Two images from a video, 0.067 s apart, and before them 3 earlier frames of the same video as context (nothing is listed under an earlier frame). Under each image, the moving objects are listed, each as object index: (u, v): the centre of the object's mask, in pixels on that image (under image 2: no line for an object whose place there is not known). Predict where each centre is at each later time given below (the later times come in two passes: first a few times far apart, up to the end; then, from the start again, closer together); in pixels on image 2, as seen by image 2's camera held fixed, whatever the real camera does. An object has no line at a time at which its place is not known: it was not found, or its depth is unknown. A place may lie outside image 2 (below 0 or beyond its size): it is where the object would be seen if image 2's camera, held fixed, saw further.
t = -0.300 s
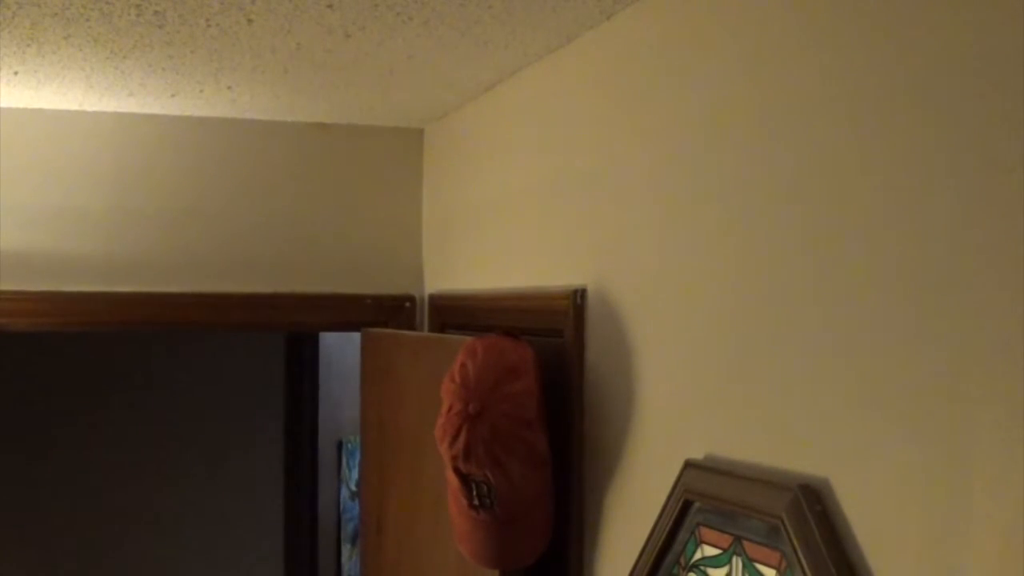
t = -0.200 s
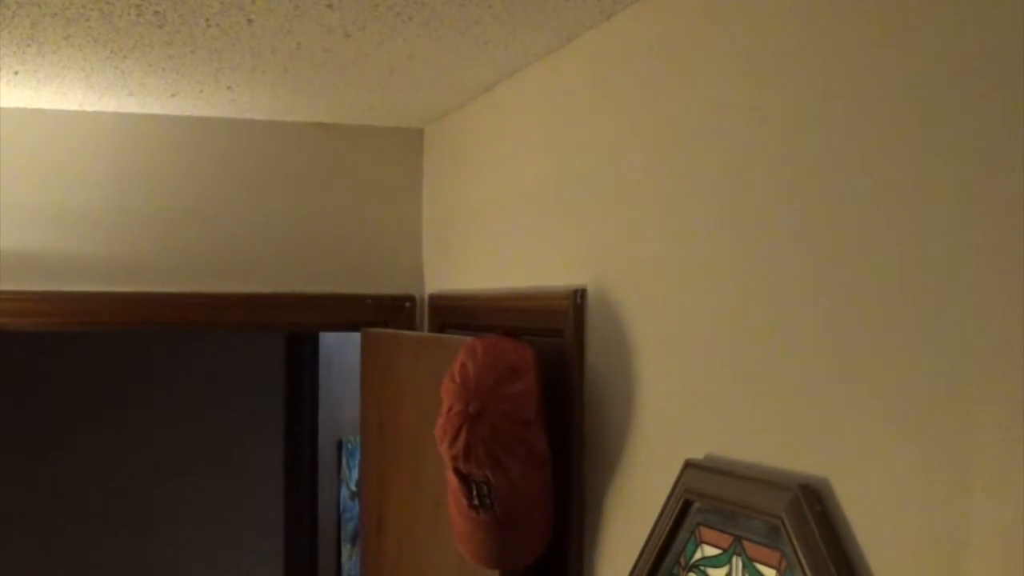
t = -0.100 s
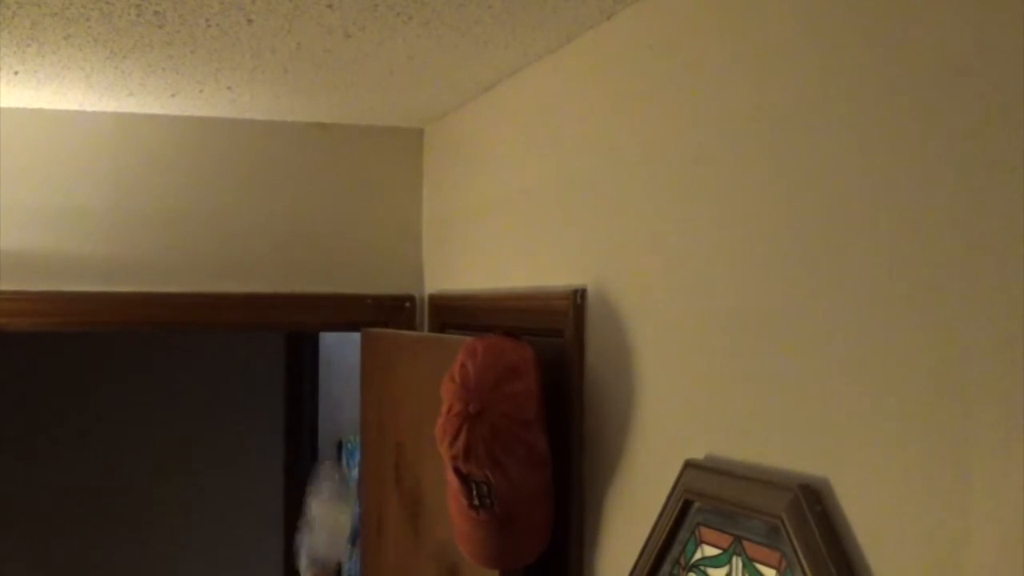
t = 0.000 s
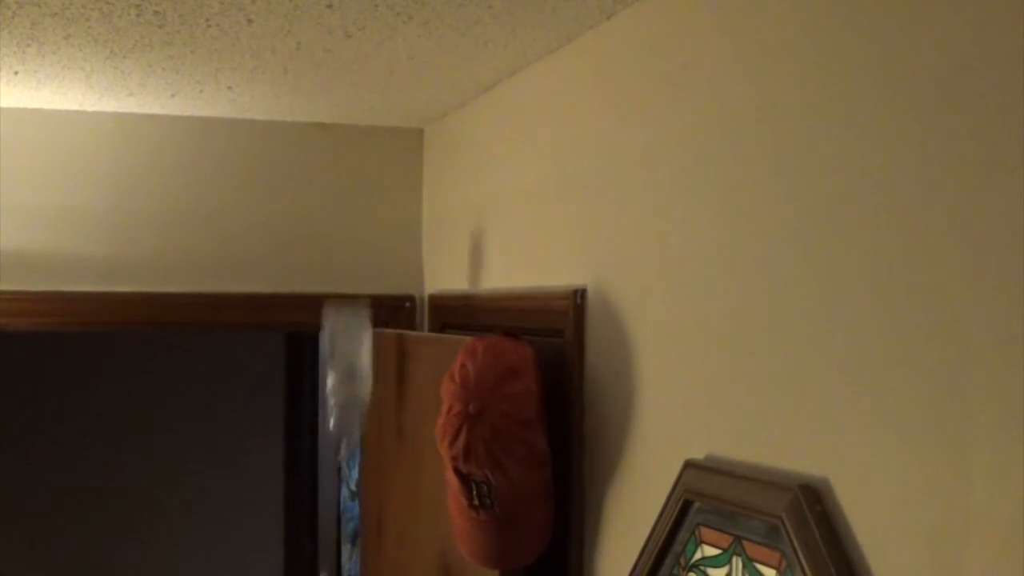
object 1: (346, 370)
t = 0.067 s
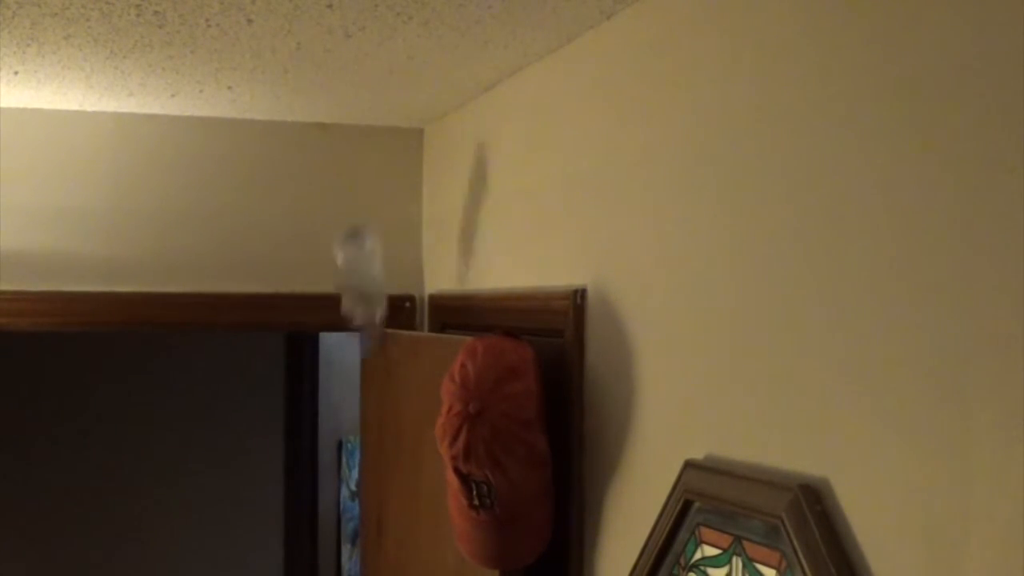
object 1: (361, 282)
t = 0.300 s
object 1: (393, 192)
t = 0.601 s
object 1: (432, 262)
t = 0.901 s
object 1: (443, 265)
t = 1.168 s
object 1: (443, 265)
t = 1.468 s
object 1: (443, 265)
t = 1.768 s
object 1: (443, 265)
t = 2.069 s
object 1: (443, 265)
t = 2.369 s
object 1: (443, 265)
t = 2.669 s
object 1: (443, 265)
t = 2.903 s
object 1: (443, 265)
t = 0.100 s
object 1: (365, 248)
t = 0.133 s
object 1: (369, 219)
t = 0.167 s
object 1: (374, 203)
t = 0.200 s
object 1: (379, 191)
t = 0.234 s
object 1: (383, 187)
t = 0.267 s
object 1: (389, 187)
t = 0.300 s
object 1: (393, 192)
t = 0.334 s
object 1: (398, 208)
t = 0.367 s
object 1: (402, 234)
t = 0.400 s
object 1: (405, 261)
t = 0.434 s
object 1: (408, 260)
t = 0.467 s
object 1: (412, 262)
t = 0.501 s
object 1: (418, 263)
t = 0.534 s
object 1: (424, 261)
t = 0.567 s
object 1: (429, 262)
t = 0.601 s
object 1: (432, 262)
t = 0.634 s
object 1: (436, 263)
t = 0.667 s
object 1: (440, 264)
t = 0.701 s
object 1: (441, 264)
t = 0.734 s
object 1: (442, 264)
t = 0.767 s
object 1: (443, 265)
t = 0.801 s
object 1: (443, 265)
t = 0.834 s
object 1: (443, 265)
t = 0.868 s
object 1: (443, 265)
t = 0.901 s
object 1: (443, 265)
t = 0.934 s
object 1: (443, 265)
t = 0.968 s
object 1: (443, 265)
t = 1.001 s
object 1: (443, 265)
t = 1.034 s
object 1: (443, 265)
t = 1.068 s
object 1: (443, 265)
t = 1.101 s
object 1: (443, 265)
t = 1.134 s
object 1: (443, 265)
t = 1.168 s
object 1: (443, 265)
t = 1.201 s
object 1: (443, 265)
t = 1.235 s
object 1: (443, 265)
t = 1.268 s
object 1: (443, 265)
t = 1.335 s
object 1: (443, 265)
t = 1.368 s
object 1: (443, 265)
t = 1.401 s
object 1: (443, 265)
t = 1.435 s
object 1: (443, 265)
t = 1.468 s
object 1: (443, 265)
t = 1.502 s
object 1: (443, 265)
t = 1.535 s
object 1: (443, 265)
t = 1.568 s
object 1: (443, 265)
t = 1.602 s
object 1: (443, 265)
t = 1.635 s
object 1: (443, 265)
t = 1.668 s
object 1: (443, 265)
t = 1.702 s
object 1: (443, 265)
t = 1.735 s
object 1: (443, 265)
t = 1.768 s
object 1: (443, 265)
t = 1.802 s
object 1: (443, 265)
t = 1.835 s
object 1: (443, 265)
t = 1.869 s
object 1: (443, 265)
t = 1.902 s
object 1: (443, 265)
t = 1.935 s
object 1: (443, 265)
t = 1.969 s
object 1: (443, 265)
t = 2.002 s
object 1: (443, 265)
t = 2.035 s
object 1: (443, 265)
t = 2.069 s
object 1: (443, 265)
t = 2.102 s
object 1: (443, 265)
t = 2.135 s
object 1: (443, 265)
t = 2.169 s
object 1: (443, 265)
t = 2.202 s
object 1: (443, 265)
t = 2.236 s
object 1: (443, 265)
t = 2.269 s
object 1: (443, 265)
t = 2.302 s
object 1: (443, 265)
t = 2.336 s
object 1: (443, 265)
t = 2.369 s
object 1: (443, 265)
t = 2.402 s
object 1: (443, 265)
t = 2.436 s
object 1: (443, 265)
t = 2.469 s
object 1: (443, 265)
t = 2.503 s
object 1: (443, 265)
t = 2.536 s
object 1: (443, 265)
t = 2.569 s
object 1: (443, 265)
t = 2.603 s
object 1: (443, 265)
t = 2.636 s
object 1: (443, 265)
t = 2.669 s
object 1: (443, 265)
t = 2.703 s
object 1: (443, 265)
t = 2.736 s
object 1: (443, 265)
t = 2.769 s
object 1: (443, 265)
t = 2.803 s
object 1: (443, 265)
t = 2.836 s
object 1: (443, 265)
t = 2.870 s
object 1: (443, 265)
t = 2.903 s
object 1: (443, 265)
